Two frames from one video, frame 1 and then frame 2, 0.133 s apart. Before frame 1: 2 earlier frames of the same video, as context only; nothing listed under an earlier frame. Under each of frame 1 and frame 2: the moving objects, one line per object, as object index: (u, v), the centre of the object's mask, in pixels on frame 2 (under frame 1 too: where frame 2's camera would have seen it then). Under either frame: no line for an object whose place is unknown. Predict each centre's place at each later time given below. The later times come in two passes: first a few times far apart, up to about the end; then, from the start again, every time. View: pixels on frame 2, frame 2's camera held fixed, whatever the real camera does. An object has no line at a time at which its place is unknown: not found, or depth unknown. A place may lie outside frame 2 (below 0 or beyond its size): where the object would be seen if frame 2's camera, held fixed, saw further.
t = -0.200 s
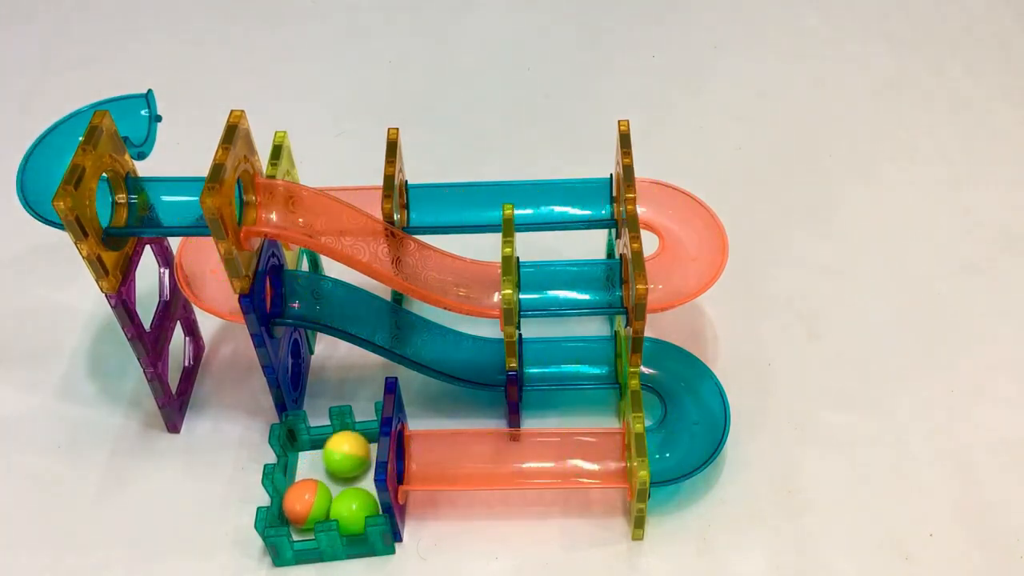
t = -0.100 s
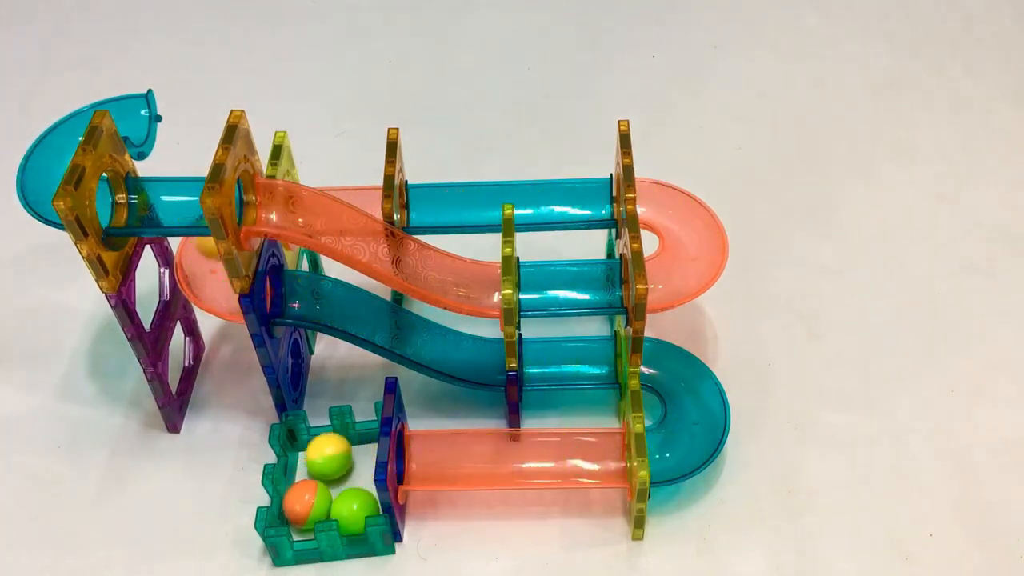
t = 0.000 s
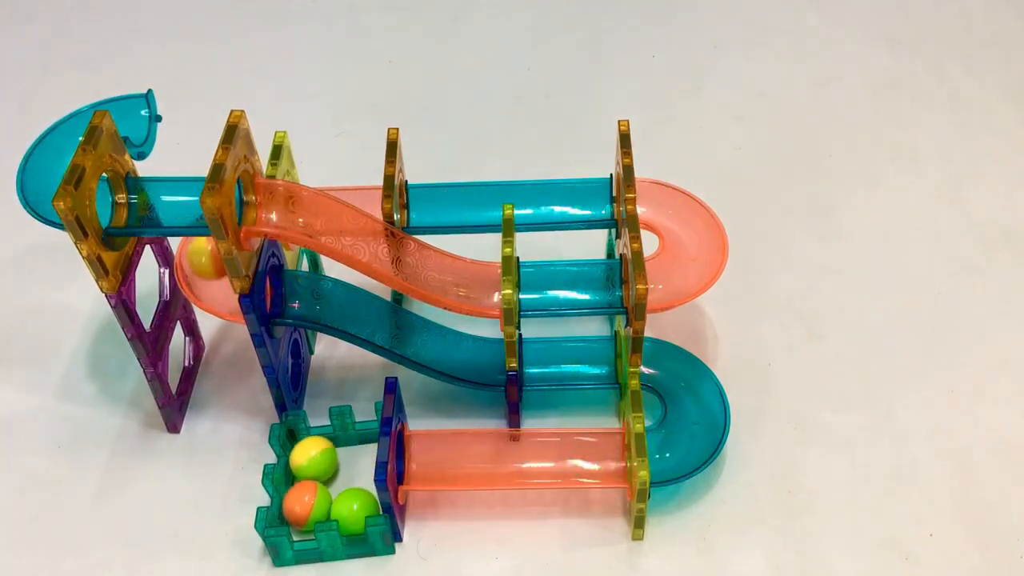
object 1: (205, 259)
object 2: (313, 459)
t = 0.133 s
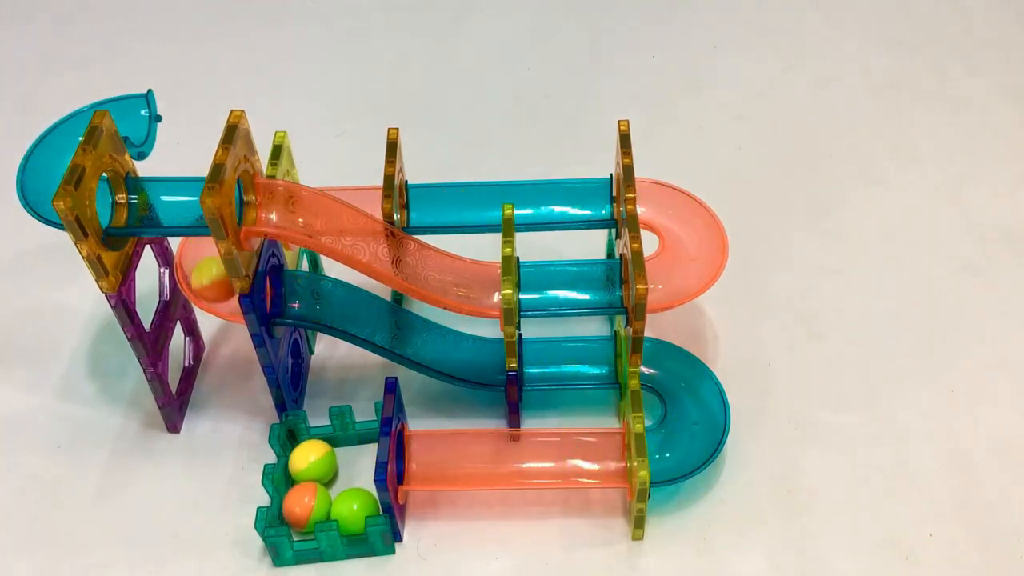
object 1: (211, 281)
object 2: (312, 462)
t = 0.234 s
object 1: (223, 291)
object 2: (312, 462)
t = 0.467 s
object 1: (297, 295)
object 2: (312, 465)
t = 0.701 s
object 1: (486, 362)
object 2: (312, 471)
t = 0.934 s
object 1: (683, 444)
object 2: (312, 472)
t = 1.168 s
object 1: (578, 458)
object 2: (312, 472)
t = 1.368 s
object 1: (516, 459)
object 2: (312, 472)
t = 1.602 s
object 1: (444, 461)
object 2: (312, 472)
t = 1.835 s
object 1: (362, 462)
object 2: (312, 472)
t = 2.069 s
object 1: (356, 455)
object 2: (311, 473)
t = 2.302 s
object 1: (356, 455)
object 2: (311, 472)
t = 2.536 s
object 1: (356, 456)
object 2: (311, 472)
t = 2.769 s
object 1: (356, 456)
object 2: (311, 472)
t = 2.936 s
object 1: (356, 455)
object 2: (311, 472)
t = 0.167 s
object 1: (214, 286)
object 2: (313, 462)
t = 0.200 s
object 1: (218, 288)
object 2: (313, 462)
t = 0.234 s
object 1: (223, 291)
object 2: (312, 462)
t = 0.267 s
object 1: (227, 297)
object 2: (312, 463)
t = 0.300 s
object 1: (269, 294)
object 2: (312, 463)
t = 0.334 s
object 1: (274, 295)
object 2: (312, 463)
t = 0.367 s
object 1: (278, 295)
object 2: (312, 463)
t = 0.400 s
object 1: (282, 296)
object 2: (312, 464)
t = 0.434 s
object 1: (288, 296)
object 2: (312, 464)
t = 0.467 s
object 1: (297, 295)
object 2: (312, 465)
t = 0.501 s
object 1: (309, 299)
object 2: (312, 466)
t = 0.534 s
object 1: (328, 304)
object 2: (312, 467)
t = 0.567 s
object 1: (351, 311)
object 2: (312, 468)
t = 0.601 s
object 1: (377, 321)
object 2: (312, 468)
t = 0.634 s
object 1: (408, 336)
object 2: (312, 469)
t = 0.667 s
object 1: (447, 353)
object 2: (312, 470)
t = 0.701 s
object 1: (486, 362)
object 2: (312, 471)
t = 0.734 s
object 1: (542, 363)
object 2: (312, 471)
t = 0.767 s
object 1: (593, 363)
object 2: (312, 472)
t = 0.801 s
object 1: (653, 360)
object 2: (312, 472)
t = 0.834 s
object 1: (675, 366)
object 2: (312, 472)
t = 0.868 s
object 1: (697, 389)
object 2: (312, 472)
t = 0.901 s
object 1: (699, 420)
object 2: (312, 472)
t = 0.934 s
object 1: (683, 444)
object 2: (312, 472)
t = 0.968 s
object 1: (668, 455)
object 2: (312, 472)
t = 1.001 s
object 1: (647, 457)
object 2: (312, 472)
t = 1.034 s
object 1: (619, 457)
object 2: (312, 472)
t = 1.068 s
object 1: (611, 459)
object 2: (312, 472)
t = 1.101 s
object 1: (602, 459)
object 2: (312, 472)
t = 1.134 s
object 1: (588, 459)
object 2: (312, 472)
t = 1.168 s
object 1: (578, 458)
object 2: (312, 472)
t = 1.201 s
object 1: (568, 458)
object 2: (312, 472)
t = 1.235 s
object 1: (558, 460)
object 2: (312, 472)
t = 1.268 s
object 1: (547, 461)
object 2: (312, 472)
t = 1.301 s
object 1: (534, 459)
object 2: (312, 472)
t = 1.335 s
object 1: (524, 458)
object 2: (312, 472)
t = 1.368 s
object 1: (516, 459)
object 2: (312, 472)
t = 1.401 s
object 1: (506, 461)
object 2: (312, 472)
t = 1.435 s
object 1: (495, 460)
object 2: (312, 472)
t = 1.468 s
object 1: (484, 460)
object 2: (312, 472)
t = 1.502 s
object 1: (476, 460)
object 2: (312, 472)
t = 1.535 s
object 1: (464, 461)
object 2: (312, 472)
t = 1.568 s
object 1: (454, 462)
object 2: (312, 472)
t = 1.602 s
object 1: (444, 461)
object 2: (312, 472)
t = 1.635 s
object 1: (433, 462)
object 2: (312, 472)
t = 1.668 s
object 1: (422, 461)
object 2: (312, 472)
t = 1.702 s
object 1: (414, 461)
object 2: (312, 472)
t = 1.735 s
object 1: (409, 462)
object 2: (312, 472)
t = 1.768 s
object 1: (403, 462)
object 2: (312, 472)
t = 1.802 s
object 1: (365, 464)
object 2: (312, 472)
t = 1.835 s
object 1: (362, 462)
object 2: (312, 472)
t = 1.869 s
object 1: (357, 460)
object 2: (312, 472)
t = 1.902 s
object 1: (356, 454)
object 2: (311, 472)
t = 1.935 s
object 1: (355, 454)
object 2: (311, 472)
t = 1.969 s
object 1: (355, 454)
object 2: (311, 473)
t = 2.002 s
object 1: (355, 454)
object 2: (311, 473)
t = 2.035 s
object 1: (355, 454)
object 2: (311, 473)
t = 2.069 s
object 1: (356, 455)
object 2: (311, 473)
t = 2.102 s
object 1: (356, 456)
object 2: (311, 473)
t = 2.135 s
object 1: (356, 457)
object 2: (311, 473)
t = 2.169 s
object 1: (356, 457)
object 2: (311, 473)
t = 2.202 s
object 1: (356, 456)
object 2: (311, 472)
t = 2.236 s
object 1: (356, 455)
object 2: (311, 472)
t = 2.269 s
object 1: (356, 455)
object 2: (311, 472)
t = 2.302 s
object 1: (356, 455)
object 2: (311, 472)
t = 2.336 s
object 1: (356, 456)
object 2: (311, 472)
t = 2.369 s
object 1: (356, 456)
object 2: (311, 472)
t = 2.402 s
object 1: (356, 456)
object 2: (311, 472)
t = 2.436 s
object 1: (356, 456)
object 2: (311, 472)
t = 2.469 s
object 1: (356, 456)
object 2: (311, 472)
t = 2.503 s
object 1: (356, 456)
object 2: (311, 472)
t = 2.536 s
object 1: (356, 456)
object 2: (311, 472)
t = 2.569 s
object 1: (356, 456)
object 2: (311, 472)
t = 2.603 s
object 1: (356, 456)
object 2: (311, 472)
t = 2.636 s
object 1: (356, 456)
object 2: (311, 472)
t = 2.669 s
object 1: (356, 456)
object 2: (311, 472)
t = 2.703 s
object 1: (356, 456)
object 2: (311, 472)
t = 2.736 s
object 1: (356, 456)
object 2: (311, 472)
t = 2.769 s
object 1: (356, 456)
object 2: (311, 472)
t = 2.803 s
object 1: (356, 456)
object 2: (311, 472)
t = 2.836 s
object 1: (356, 456)
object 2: (311, 472)
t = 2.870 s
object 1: (356, 455)
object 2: (311, 472)
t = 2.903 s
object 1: (356, 455)
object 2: (311, 472)
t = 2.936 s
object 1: (356, 455)
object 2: (311, 472)
